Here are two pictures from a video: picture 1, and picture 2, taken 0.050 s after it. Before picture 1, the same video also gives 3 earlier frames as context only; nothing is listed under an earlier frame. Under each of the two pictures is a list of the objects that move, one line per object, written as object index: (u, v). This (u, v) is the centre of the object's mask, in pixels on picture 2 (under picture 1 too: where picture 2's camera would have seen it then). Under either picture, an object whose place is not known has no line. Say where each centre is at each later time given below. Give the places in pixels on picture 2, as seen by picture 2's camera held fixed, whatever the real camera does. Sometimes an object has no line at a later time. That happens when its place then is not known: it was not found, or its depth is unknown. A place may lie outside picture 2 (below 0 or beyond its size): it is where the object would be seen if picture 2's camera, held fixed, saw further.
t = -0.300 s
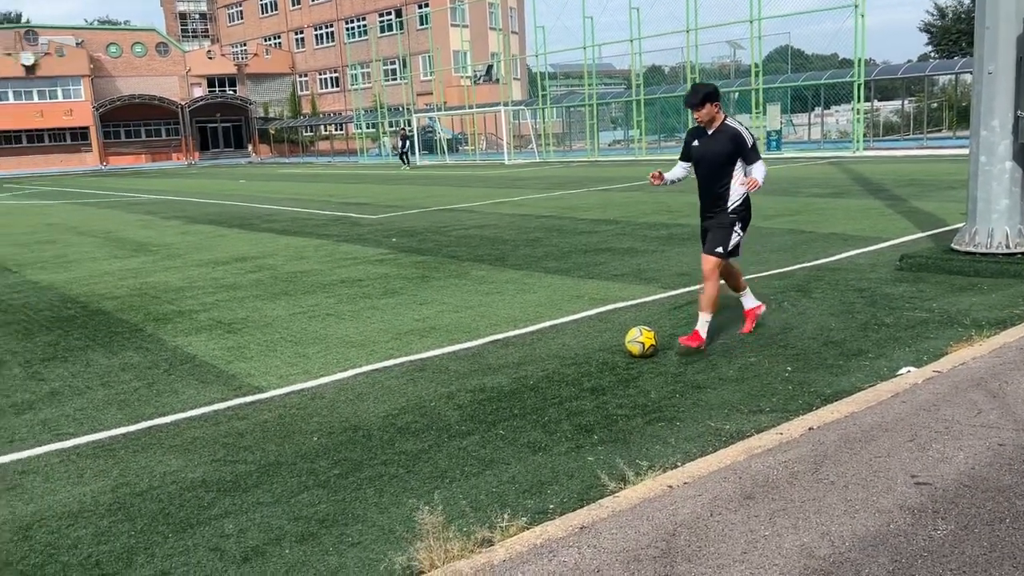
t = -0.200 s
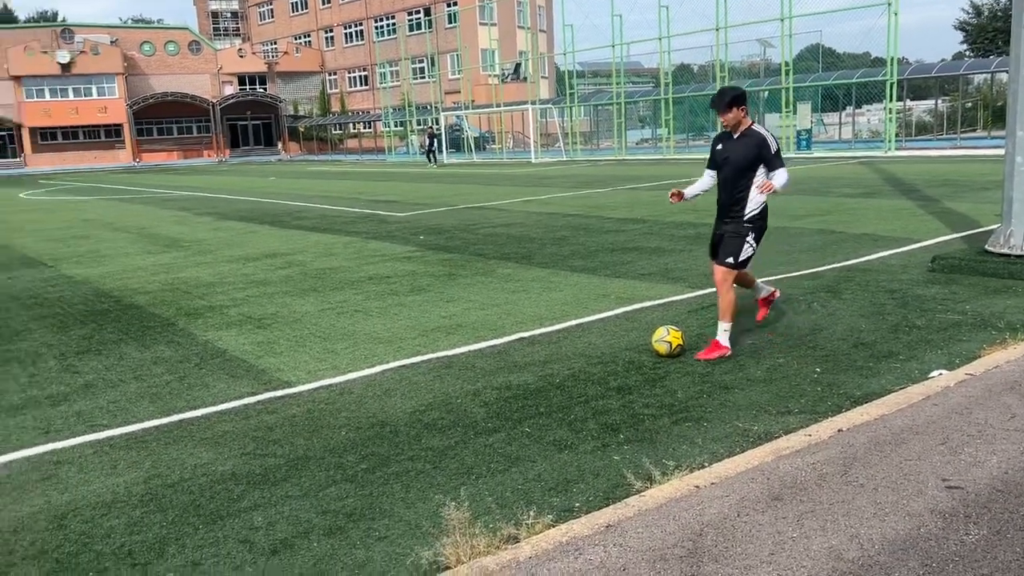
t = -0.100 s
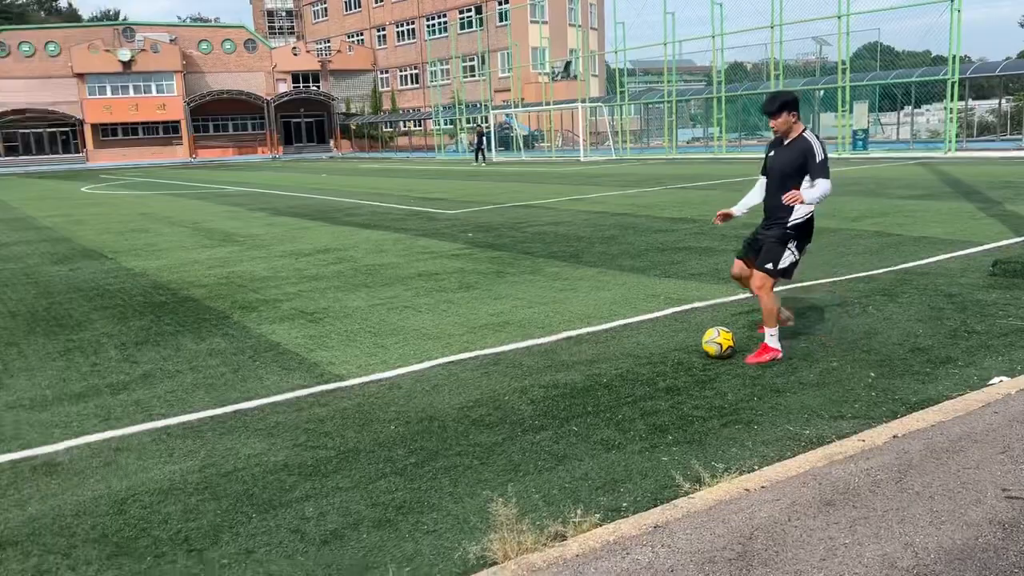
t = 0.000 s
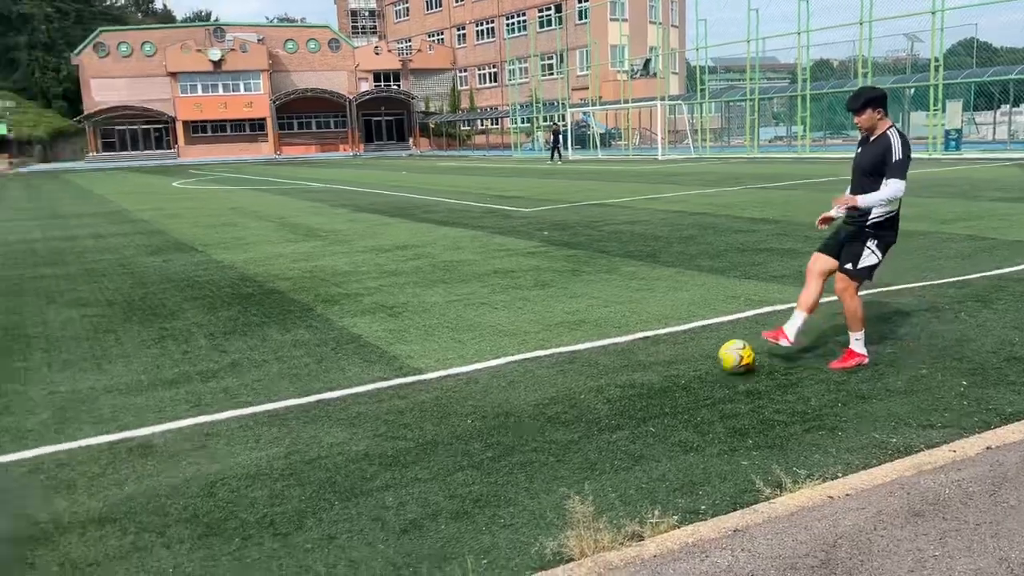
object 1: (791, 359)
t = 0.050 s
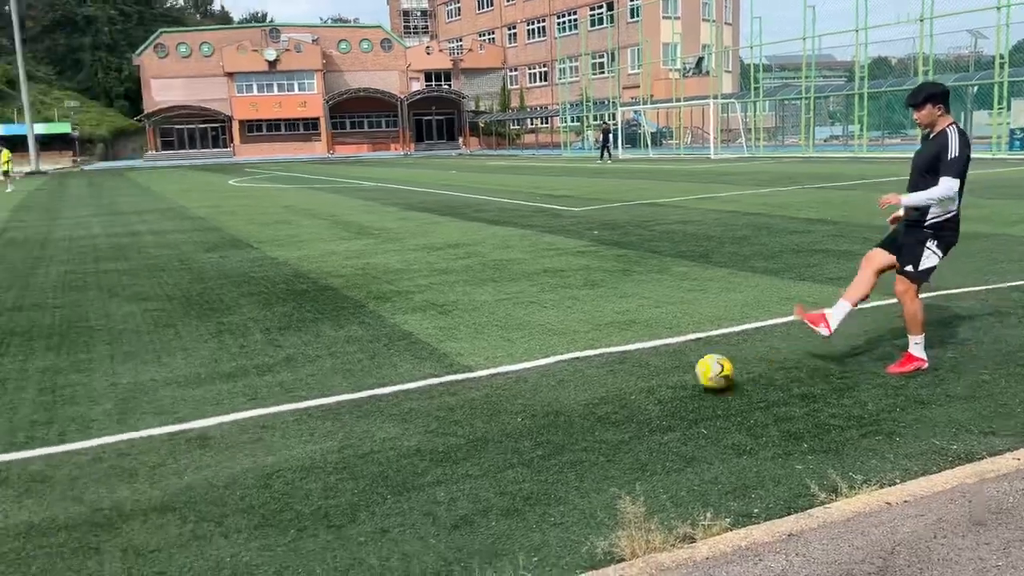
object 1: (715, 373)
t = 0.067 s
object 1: (688, 378)
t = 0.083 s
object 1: (660, 385)
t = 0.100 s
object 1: (632, 389)
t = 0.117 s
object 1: (604, 395)
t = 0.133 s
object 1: (576, 399)
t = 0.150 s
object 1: (550, 405)
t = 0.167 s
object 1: (516, 408)
